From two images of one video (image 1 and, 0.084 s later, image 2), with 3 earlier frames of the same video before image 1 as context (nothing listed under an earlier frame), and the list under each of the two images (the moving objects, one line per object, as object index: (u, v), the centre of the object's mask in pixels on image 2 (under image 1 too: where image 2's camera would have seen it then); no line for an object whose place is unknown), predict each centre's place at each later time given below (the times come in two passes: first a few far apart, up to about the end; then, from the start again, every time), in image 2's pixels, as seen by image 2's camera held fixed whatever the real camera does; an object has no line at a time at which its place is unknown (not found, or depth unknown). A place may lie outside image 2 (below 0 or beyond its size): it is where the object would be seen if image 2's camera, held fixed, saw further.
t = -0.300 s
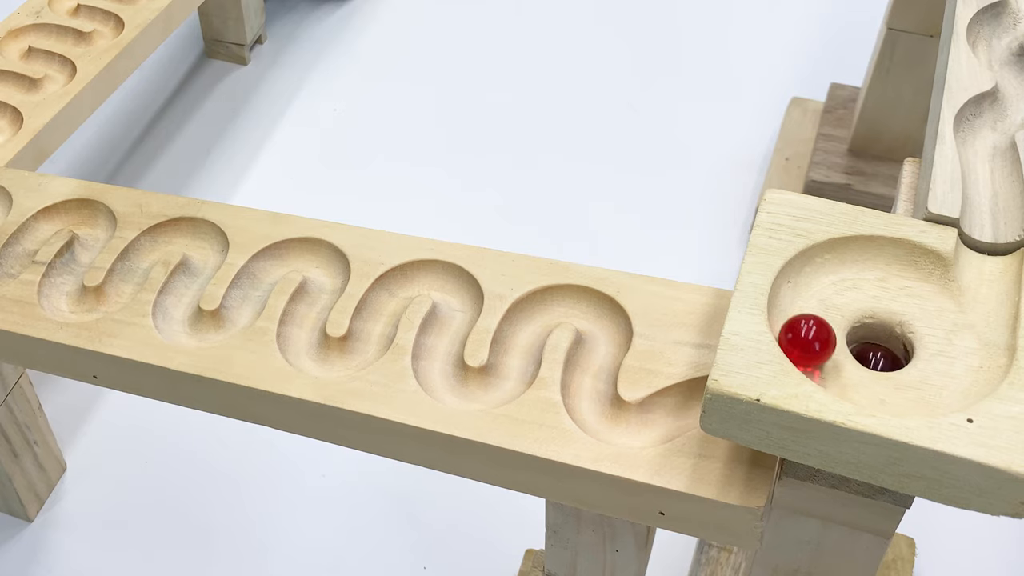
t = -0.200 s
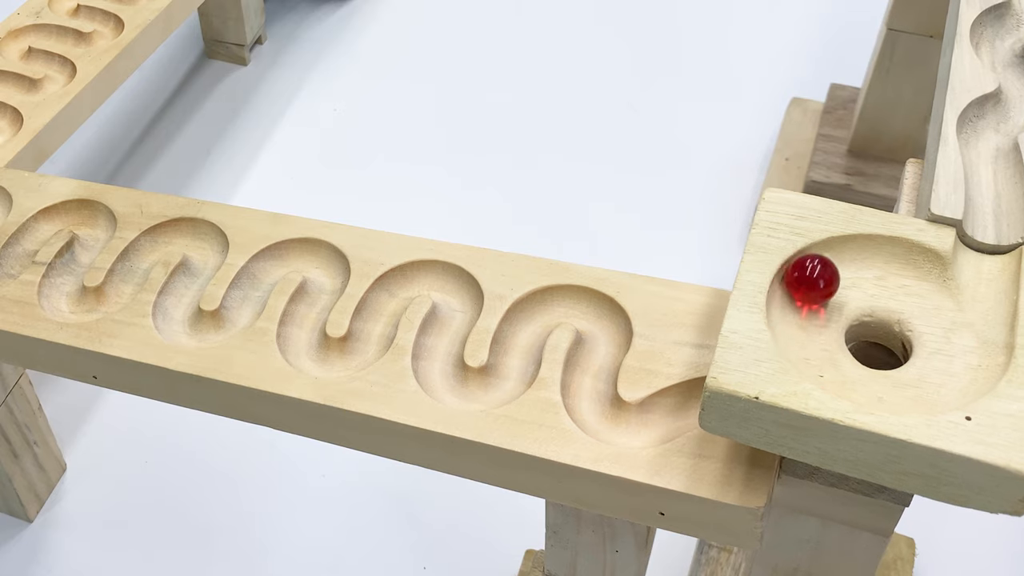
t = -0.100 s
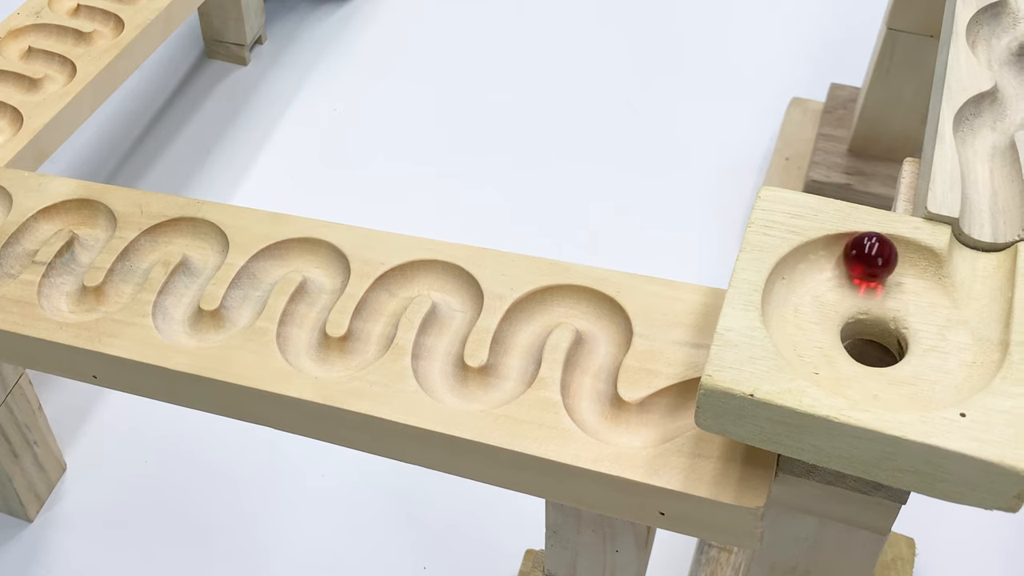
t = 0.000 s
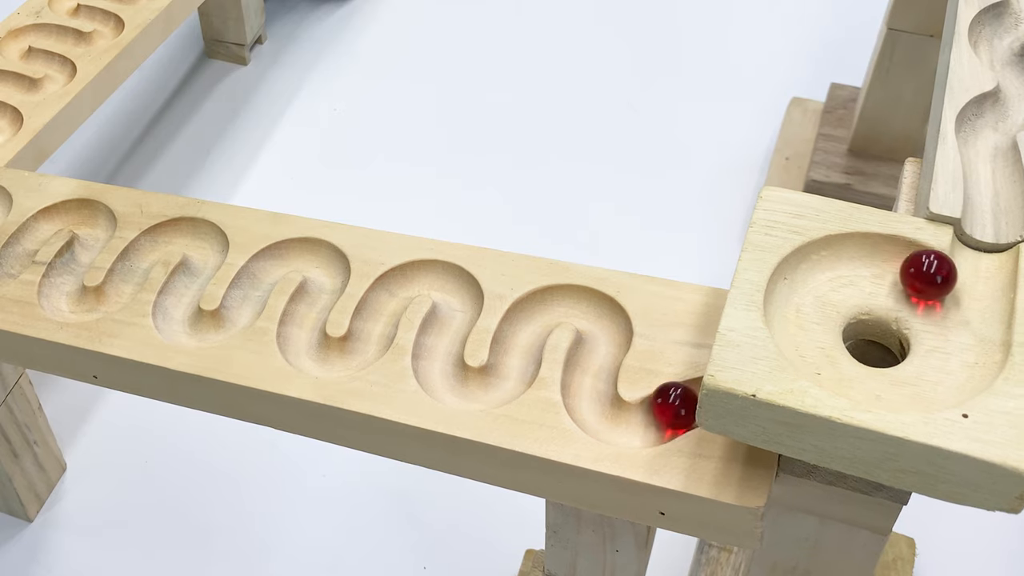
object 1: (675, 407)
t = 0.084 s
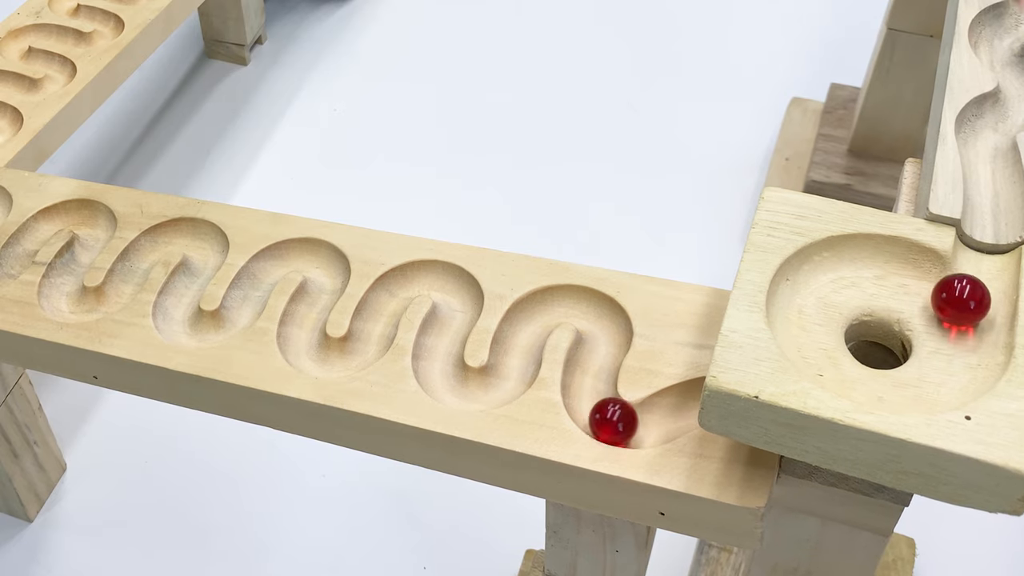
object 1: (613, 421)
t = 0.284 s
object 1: (599, 316)
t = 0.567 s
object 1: (489, 386)
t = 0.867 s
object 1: (450, 284)
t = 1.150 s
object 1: (339, 356)
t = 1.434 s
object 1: (320, 261)
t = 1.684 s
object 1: (230, 320)
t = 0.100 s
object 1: (600, 416)
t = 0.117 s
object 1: (592, 408)
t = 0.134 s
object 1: (587, 397)
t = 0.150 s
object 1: (585, 385)
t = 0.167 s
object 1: (587, 375)
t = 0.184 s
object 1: (591, 365)
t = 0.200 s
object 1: (596, 355)
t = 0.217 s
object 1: (599, 345)
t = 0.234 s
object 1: (604, 336)
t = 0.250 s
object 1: (608, 327)
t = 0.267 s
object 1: (605, 321)
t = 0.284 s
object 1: (599, 316)
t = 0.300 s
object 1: (591, 310)
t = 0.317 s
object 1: (584, 304)
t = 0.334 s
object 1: (575, 302)
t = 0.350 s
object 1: (564, 302)
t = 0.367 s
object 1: (553, 303)
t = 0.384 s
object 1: (543, 306)
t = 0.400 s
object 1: (534, 312)
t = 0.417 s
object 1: (528, 319)
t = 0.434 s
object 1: (524, 328)
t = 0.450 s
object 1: (519, 337)
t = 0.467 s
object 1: (515, 346)
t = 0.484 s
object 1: (513, 355)
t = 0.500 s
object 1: (513, 365)
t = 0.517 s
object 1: (512, 373)
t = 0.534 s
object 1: (507, 378)
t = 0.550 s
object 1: (499, 382)
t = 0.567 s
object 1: (489, 386)
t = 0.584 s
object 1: (480, 388)
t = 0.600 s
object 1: (470, 389)
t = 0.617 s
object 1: (460, 387)
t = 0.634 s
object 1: (451, 384)
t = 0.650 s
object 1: (443, 379)
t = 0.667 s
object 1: (437, 372)
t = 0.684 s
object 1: (434, 364)
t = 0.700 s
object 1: (434, 355)
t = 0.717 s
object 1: (437, 345)
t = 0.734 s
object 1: (440, 337)
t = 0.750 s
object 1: (444, 329)
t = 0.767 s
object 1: (449, 321)
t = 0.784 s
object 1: (454, 313)
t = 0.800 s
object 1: (459, 307)
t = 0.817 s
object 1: (461, 300)
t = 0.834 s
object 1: (460, 294)
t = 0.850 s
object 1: (456, 290)
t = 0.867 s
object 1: (450, 284)
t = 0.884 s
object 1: (444, 279)
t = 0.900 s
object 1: (436, 277)
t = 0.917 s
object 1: (427, 275)
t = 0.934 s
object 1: (417, 276)
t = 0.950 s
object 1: (407, 279)
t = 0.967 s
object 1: (398, 283)
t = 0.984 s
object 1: (391, 290)
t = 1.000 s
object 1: (386, 298)
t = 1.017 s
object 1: (382, 306)
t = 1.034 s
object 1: (377, 314)
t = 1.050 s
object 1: (372, 324)
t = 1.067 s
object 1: (370, 331)
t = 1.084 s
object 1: (369, 339)
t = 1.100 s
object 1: (363, 345)
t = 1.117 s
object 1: (357, 350)
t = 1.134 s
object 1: (348, 353)
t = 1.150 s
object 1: (339, 356)
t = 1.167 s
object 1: (329, 357)
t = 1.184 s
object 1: (319, 356)
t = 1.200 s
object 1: (312, 353)
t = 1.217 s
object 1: (305, 349)
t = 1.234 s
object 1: (300, 344)
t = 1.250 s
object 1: (298, 336)
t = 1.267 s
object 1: (299, 327)
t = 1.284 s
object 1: (302, 319)
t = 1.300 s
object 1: (306, 310)
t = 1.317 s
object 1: (311, 302)
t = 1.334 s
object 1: (316, 294)
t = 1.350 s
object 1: (321, 287)
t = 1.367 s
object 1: (326, 280)
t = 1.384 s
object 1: (329, 274)
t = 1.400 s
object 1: (329, 269)
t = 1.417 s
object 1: (325, 266)
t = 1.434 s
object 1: (320, 261)
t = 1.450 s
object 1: (315, 256)
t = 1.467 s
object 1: (308, 253)
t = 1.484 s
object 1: (300, 253)
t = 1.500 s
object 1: (291, 253)
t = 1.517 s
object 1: (281, 255)
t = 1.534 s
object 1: (272, 259)
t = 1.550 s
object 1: (265, 265)
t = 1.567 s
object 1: (260, 273)
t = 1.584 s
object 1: (256, 280)
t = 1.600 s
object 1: (251, 288)
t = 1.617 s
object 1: (245, 296)
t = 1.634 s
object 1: (241, 303)
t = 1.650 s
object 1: (239, 310)
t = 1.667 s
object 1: (235, 316)
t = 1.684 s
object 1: (230, 320)
